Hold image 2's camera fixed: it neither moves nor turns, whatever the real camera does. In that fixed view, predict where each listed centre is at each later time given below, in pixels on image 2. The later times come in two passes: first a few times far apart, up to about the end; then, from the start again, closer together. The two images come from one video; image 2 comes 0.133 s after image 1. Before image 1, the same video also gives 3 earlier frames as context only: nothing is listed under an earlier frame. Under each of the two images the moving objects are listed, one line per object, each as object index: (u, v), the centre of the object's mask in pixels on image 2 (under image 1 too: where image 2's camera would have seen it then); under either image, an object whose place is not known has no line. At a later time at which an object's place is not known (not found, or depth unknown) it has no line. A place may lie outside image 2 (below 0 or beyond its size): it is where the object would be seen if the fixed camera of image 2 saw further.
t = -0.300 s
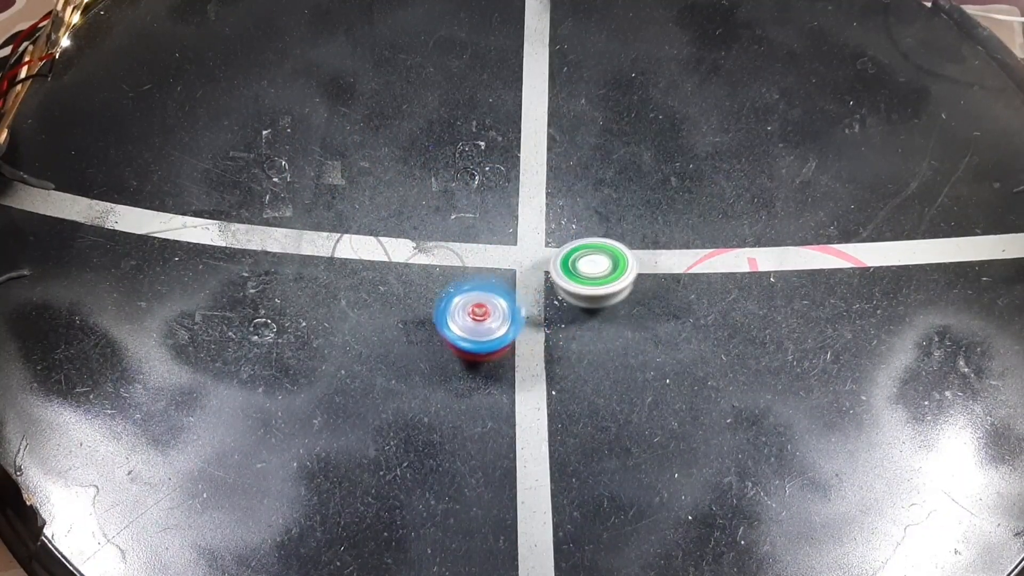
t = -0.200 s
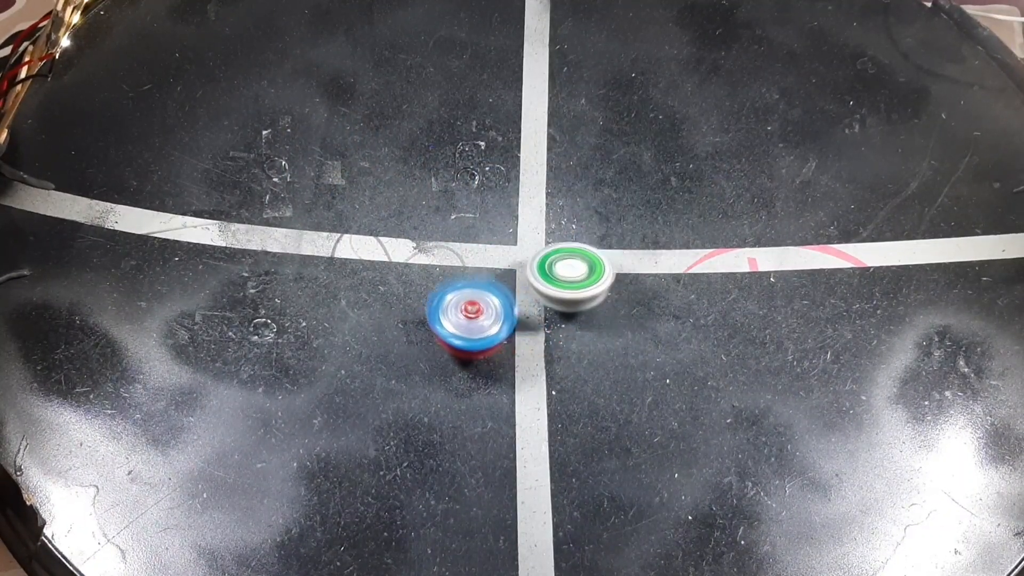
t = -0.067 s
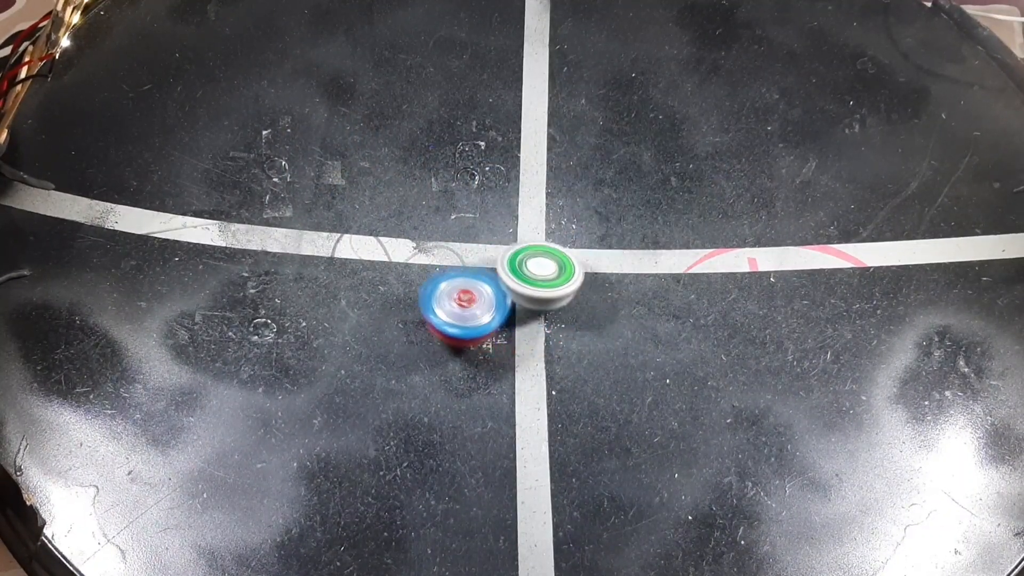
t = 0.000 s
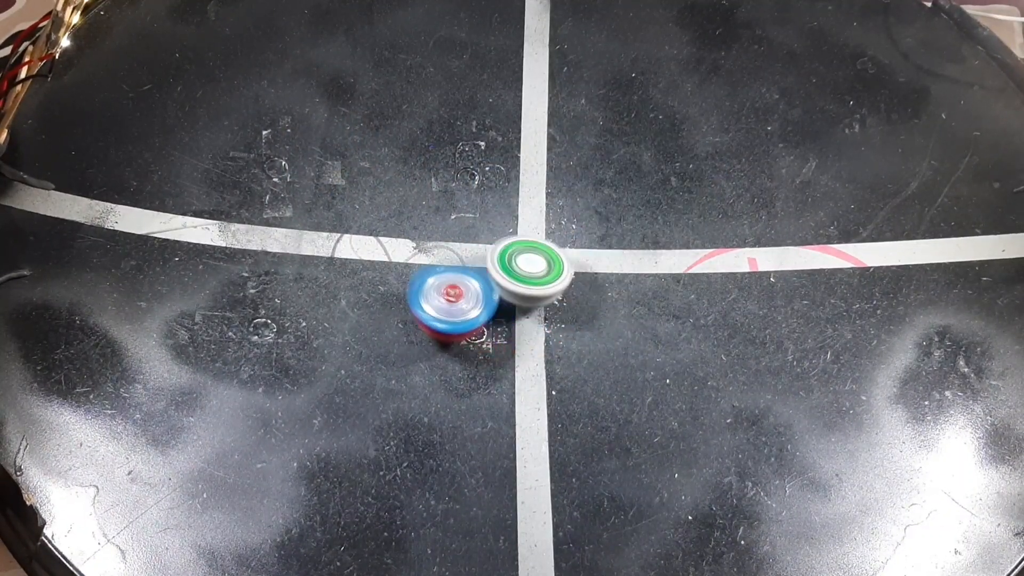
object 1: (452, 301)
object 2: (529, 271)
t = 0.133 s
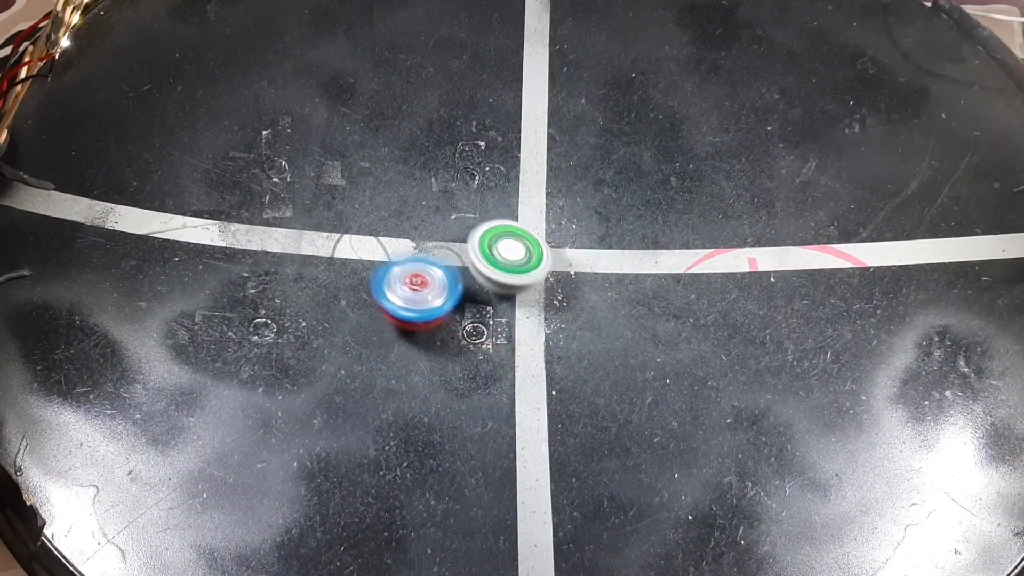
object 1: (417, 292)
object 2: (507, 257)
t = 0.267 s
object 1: (387, 279)
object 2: (492, 235)
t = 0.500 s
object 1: (351, 245)
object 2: (480, 197)
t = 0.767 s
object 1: (351, 216)
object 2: (493, 159)
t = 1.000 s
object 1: (388, 196)
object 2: (528, 148)
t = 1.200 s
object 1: (435, 177)
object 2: (562, 155)
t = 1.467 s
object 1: (481, 171)
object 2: (594, 186)
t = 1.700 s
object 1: (519, 177)
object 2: (606, 224)
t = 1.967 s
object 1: (500, 169)
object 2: (579, 270)
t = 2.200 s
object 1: (499, 188)
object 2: (538, 288)
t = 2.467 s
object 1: (535, 196)
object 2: (480, 283)
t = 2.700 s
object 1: (570, 158)
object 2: (451, 248)
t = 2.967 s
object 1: (584, 138)
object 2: (450, 207)
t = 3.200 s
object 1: (582, 153)
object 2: (476, 181)
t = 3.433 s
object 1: (654, 207)
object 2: (496, 175)
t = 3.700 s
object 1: (836, 249)
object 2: (534, 193)
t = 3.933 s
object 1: (934, 240)
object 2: (555, 219)
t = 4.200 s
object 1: (857, 217)
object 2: (557, 257)
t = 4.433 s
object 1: (685, 245)
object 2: (537, 283)
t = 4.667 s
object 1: (667, 289)
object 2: (463, 289)
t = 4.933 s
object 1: (760, 261)
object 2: (432, 260)
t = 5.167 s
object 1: (724, 217)
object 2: (441, 231)
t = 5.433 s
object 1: (582, 212)
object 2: (477, 221)
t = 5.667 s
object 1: (630, 246)
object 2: (483, 233)
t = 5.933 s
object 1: (681, 251)
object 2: (491, 266)
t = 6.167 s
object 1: (666, 242)
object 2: (485, 292)
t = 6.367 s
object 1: (607, 236)
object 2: (469, 301)
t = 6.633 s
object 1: (531, 252)
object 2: (457, 311)
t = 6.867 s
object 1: (558, 200)
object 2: (449, 299)
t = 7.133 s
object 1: (541, 168)
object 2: (463, 271)
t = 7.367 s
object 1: (513, 174)
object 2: (489, 259)
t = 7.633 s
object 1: (502, 179)
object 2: (518, 266)
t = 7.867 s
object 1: (502, 183)
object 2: (531, 289)
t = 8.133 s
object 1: (516, 214)
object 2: (526, 313)
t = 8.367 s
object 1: (554, 246)
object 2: (513, 313)
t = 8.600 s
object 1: (591, 240)
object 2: (505, 295)
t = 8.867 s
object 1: (606, 226)
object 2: (519, 272)
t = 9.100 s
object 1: (608, 209)
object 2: (541, 258)
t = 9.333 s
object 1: (607, 188)
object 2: (567, 252)
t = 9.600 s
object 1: (600, 147)
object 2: (574, 259)
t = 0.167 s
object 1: (408, 288)
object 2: (502, 252)
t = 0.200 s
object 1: (400, 285)
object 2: (498, 247)
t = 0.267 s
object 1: (387, 279)
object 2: (492, 235)
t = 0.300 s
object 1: (380, 274)
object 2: (490, 227)
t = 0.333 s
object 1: (373, 268)
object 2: (487, 222)
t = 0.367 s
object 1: (369, 263)
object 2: (485, 216)
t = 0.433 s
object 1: (358, 254)
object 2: (481, 207)
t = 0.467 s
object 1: (354, 250)
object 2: (481, 202)
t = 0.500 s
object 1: (351, 245)
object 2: (480, 197)
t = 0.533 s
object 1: (349, 241)
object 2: (479, 192)
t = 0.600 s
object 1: (345, 233)
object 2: (481, 181)
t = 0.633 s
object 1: (345, 229)
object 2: (482, 176)
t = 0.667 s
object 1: (346, 225)
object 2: (484, 171)
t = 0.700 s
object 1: (347, 221)
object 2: (487, 167)
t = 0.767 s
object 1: (351, 216)
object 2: (493, 159)
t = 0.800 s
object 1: (355, 214)
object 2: (497, 156)
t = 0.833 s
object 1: (359, 211)
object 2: (501, 152)
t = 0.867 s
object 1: (364, 208)
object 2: (507, 151)
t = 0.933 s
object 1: (375, 201)
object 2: (517, 149)
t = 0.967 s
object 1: (381, 198)
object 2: (522, 149)
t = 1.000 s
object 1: (388, 196)
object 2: (528, 148)
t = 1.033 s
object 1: (395, 192)
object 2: (533, 148)
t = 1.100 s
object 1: (411, 186)
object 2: (545, 149)
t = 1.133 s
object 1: (418, 183)
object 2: (551, 151)
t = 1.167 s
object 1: (427, 180)
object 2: (557, 153)
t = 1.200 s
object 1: (435, 177)
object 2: (562, 155)
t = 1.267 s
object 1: (451, 172)
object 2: (571, 161)
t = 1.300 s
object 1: (460, 170)
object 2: (576, 164)
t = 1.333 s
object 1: (467, 167)
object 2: (580, 168)
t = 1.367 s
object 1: (472, 166)
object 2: (584, 172)
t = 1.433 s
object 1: (477, 169)
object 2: (591, 181)
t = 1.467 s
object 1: (481, 171)
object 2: (594, 186)
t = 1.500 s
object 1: (487, 173)
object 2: (596, 191)
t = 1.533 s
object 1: (495, 175)
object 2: (598, 196)
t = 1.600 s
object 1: (513, 182)
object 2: (599, 207)
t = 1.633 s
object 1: (522, 184)
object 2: (600, 212)
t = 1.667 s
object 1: (524, 181)
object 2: (603, 218)
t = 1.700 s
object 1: (519, 177)
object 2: (606, 224)
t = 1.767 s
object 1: (513, 171)
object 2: (605, 238)
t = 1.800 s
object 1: (510, 169)
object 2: (600, 246)
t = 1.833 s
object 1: (507, 168)
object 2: (596, 252)
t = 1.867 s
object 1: (505, 167)
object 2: (592, 257)
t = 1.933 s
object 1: (502, 168)
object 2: (584, 266)
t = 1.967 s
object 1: (500, 169)
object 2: (579, 270)
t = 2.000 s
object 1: (499, 170)
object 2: (574, 274)
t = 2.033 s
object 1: (499, 172)
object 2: (569, 278)
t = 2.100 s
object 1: (497, 179)
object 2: (558, 283)
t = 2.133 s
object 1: (497, 182)
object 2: (552, 284)
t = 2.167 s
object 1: (498, 185)
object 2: (545, 287)
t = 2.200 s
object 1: (499, 188)
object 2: (538, 288)
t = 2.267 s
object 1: (500, 195)
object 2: (525, 288)
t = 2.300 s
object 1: (503, 199)
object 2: (519, 287)
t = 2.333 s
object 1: (506, 204)
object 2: (512, 285)
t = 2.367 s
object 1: (508, 206)
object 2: (506, 283)
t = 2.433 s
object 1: (526, 203)
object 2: (488, 284)
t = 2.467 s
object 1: (535, 196)
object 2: (480, 283)
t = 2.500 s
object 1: (541, 190)
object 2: (473, 278)
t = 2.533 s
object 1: (548, 184)
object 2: (468, 273)
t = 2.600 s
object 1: (558, 172)
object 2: (459, 263)
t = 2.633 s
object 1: (562, 167)
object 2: (456, 258)
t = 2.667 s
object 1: (567, 162)
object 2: (453, 253)
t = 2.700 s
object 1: (570, 158)
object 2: (451, 248)
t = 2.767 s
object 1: (576, 150)
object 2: (447, 237)
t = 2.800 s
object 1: (578, 146)
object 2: (447, 232)
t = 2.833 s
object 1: (580, 144)
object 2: (446, 227)
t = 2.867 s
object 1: (581, 141)
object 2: (445, 222)
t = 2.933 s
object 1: (583, 139)
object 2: (447, 213)
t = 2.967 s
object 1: (584, 138)
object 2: (450, 207)
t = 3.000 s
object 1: (585, 139)
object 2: (452, 203)
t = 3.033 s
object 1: (585, 140)
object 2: (455, 198)
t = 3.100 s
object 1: (584, 143)
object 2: (462, 190)
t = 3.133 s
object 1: (583, 145)
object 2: (467, 186)
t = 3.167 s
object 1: (583, 149)
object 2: (471, 183)
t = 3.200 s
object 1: (582, 153)
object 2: (476, 181)
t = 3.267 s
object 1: (580, 162)
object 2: (486, 177)
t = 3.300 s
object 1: (580, 168)
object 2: (492, 176)
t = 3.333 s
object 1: (581, 173)
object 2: (497, 176)
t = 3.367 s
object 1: (603, 185)
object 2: (493, 174)
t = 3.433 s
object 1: (654, 207)
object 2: (496, 175)
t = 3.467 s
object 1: (678, 214)
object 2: (501, 176)
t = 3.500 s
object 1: (702, 220)
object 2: (506, 177)
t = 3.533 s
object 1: (724, 226)
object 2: (510, 179)
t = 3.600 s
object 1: (769, 236)
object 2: (520, 183)
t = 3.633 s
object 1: (792, 242)
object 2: (525, 186)
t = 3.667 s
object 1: (814, 247)
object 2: (530, 190)
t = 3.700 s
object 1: (836, 249)
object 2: (534, 193)
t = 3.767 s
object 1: (879, 252)
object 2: (541, 200)
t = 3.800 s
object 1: (896, 252)
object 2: (545, 204)
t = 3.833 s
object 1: (911, 250)
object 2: (548, 208)
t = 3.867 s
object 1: (924, 247)
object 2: (550, 212)
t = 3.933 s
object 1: (934, 240)
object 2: (555, 219)
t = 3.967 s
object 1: (936, 237)
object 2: (557, 223)
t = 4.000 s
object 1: (934, 234)
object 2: (558, 227)
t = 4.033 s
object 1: (929, 230)
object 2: (558, 233)
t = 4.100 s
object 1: (909, 223)
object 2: (560, 243)
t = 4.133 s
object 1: (895, 221)
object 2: (559, 247)
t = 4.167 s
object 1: (878, 218)
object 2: (558, 252)
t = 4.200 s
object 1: (857, 217)
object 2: (557, 257)
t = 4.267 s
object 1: (810, 221)
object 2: (554, 265)
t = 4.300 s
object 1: (785, 224)
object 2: (551, 269)
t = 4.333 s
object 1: (760, 229)
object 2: (548, 273)
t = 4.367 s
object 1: (734, 235)
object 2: (546, 277)
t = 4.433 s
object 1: (685, 245)
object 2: (537, 283)
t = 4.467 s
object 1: (659, 252)
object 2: (533, 286)
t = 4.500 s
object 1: (632, 259)
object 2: (529, 289)
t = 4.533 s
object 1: (609, 266)
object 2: (525, 290)
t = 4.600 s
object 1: (630, 280)
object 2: (489, 288)
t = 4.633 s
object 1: (649, 286)
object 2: (474, 289)
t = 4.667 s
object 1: (667, 289)
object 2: (463, 289)
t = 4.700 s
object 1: (685, 291)
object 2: (455, 286)
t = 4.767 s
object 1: (719, 289)
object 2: (444, 278)
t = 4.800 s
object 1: (733, 284)
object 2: (440, 274)
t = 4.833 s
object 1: (744, 278)
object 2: (438, 271)
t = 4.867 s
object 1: (753, 273)
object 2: (434, 267)
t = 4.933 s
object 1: (760, 261)
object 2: (432, 260)
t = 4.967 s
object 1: (760, 255)
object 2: (430, 255)
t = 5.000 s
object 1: (759, 249)
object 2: (430, 251)
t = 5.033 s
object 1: (756, 242)
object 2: (431, 246)
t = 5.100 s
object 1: (745, 229)
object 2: (434, 238)
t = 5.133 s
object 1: (737, 223)
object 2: (438, 235)
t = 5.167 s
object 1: (724, 217)
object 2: (441, 231)
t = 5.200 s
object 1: (710, 214)
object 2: (444, 228)
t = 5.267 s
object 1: (676, 208)
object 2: (452, 223)
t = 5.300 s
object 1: (657, 206)
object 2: (456, 222)
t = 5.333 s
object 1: (639, 207)
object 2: (462, 221)
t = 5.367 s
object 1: (620, 208)
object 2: (467, 220)
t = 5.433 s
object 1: (582, 212)
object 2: (477, 221)
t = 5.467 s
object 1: (568, 217)
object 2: (481, 221)
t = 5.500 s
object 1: (575, 222)
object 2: (474, 219)
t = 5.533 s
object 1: (585, 227)
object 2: (473, 219)
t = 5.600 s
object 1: (607, 238)
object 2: (478, 224)
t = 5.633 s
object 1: (620, 242)
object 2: (481, 229)
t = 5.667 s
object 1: (630, 246)
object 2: (483, 233)
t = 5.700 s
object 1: (641, 249)
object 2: (485, 237)
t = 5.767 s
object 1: (658, 251)
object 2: (489, 245)
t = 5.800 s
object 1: (665, 252)
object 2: (489, 249)
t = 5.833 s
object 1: (671, 252)
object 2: (490, 254)
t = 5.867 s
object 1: (676, 253)
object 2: (491, 258)
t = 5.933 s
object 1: (681, 251)
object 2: (491, 266)
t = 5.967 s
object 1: (682, 251)
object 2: (490, 270)
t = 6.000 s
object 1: (682, 250)
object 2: (489, 273)
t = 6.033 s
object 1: (682, 249)
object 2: (490, 277)
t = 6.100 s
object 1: (677, 245)
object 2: (488, 285)
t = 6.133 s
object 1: (672, 243)
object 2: (487, 289)
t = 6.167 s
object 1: (666, 242)
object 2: (485, 292)
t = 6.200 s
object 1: (660, 240)
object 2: (483, 294)
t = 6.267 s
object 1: (643, 238)
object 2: (479, 298)
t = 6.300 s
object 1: (633, 236)
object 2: (476, 300)
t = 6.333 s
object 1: (620, 236)
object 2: (473, 300)
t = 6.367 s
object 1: (607, 236)
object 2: (469, 301)
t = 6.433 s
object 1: (581, 240)
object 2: (462, 305)
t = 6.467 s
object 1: (570, 244)
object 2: (460, 306)
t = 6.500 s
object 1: (555, 248)
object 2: (460, 308)
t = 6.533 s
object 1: (542, 252)
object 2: (460, 308)
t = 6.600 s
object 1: (525, 258)
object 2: (460, 310)
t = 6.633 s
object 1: (531, 252)
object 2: (457, 311)
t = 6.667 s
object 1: (538, 246)
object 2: (456, 311)
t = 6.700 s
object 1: (544, 240)
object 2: (454, 310)
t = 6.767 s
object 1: (555, 223)
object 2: (451, 307)
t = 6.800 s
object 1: (558, 213)
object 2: (449, 304)
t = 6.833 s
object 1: (558, 207)
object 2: (449, 302)
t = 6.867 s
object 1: (558, 200)
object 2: (449, 299)
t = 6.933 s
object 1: (556, 188)
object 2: (450, 293)
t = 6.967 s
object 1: (554, 183)
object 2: (451, 288)
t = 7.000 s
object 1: (553, 180)
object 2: (454, 285)
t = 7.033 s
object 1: (550, 176)
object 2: (454, 281)
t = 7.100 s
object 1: (545, 171)
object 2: (460, 275)
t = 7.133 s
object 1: (541, 168)
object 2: (463, 271)
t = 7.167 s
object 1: (537, 167)
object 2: (467, 269)
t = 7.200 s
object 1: (535, 167)
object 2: (470, 267)
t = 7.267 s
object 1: (526, 167)
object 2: (478, 263)
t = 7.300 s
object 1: (522, 168)
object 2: (481, 261)
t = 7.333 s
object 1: (518, 170)
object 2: (486, 260)
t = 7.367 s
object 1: (513, 174)
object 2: (489, 259)
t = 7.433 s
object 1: (506, 181)
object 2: (498, 257)
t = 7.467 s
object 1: (502, 184)
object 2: (503, 258)
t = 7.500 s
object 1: (502, 185)
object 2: (505, 260)
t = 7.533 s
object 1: (503, 183)
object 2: (506, 259)
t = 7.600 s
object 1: (501, 181)
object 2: (514, 262)
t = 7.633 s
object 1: (502, 179)
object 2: (518, 266)
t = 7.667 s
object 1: (501, 179)
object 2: (521, 269)
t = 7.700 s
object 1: (501, 179)
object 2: (523, 272)
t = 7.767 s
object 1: (501, 179)
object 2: (527, 278)
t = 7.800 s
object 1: (501, 179)
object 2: (529, 282)
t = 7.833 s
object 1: (500, 180)
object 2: (530, 287)
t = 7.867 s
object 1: (502, 183)
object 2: (531, 289)
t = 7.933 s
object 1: (505, 189)
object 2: (531, 297)
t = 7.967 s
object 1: (506, 192)
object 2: (532, 300)
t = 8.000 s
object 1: (508, 196)
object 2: (531, 303)
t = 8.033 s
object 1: (510, 201)
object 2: (530, 306)
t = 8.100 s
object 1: (514, 209)
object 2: (526, 311)
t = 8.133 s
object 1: (516, 214)
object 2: (526, 313)
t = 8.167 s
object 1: (520, 219)
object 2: (523, 313)
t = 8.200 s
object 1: (523, 225)
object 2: (522, 314)
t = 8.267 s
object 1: (534, 236)
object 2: (518, 314)
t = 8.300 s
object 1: (538, 242)
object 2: (517, 314)
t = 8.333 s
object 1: (546, 244)
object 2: (514, 313)
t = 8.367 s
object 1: (554, 246)
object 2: (513, 313)
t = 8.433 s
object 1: (568, 244)
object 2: (509, 309)
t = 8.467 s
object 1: (575, 243)
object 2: (506, 306)
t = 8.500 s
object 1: (579, 242)
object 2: (506, 305)
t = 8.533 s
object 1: (583, 242)
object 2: (505, 301)
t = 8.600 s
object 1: (591, 240)
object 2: (505, 295)
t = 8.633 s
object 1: (595, 238)
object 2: (506, 293)
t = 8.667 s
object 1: (598, 236)
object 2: (508, 290)
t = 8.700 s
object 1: (600, 235)
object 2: (508, 286)
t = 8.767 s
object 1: (603, 231)
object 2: (511, 279)
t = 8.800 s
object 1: (604, 230)
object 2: (514, 277)
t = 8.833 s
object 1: (606, 229)
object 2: (516, 274)
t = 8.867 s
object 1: (606, 226)
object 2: (519, 272)
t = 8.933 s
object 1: (601, 223)
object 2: (525, 267)
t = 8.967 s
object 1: (599, 222)
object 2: (529, 265)
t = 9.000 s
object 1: (602, 218)
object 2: (529, 263)
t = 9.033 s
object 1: (601, 216)
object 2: (533, 261)
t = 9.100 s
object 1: (608, 209)
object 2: (541, 258)
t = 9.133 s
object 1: (609, 206)
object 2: (543, 257)
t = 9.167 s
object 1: (610, 203)
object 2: (548, 255)
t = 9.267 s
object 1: (610, 192)
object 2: (559, 253)
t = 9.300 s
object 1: (608, 190)
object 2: (563, 253)
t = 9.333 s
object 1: (607, 188)
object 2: (567, 252)
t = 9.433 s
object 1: (609, 173)
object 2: (571, 255)
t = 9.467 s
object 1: (610, 165)
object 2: (574, 256)
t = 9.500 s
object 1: (608, 159)
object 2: (573, 258)
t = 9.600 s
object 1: (600, 147)
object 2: (574, 259)
